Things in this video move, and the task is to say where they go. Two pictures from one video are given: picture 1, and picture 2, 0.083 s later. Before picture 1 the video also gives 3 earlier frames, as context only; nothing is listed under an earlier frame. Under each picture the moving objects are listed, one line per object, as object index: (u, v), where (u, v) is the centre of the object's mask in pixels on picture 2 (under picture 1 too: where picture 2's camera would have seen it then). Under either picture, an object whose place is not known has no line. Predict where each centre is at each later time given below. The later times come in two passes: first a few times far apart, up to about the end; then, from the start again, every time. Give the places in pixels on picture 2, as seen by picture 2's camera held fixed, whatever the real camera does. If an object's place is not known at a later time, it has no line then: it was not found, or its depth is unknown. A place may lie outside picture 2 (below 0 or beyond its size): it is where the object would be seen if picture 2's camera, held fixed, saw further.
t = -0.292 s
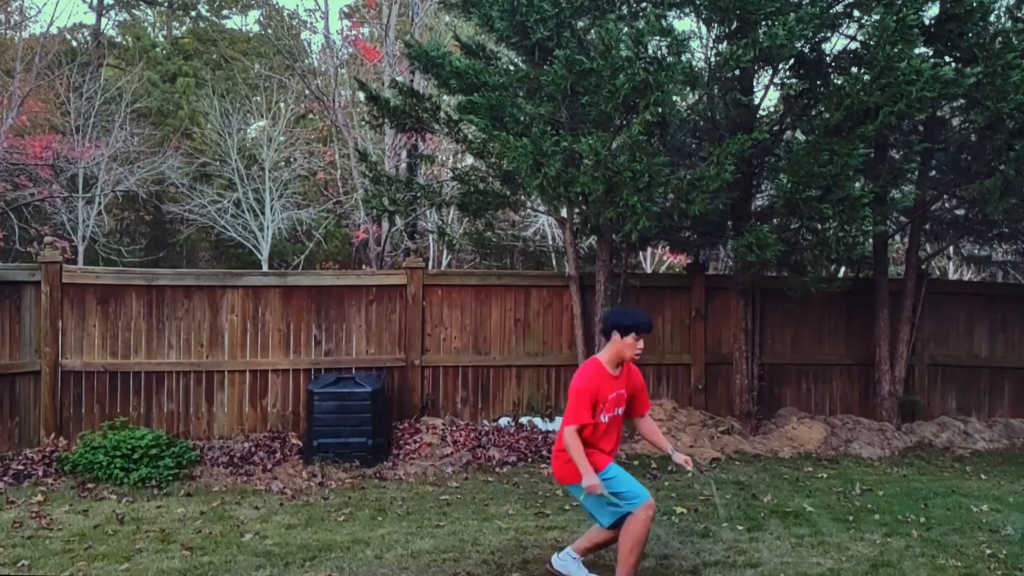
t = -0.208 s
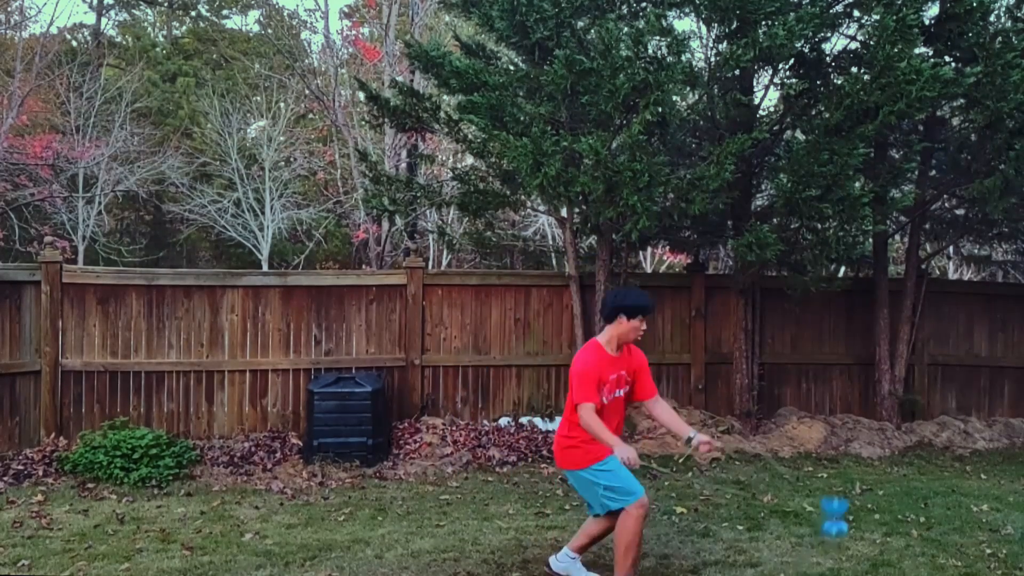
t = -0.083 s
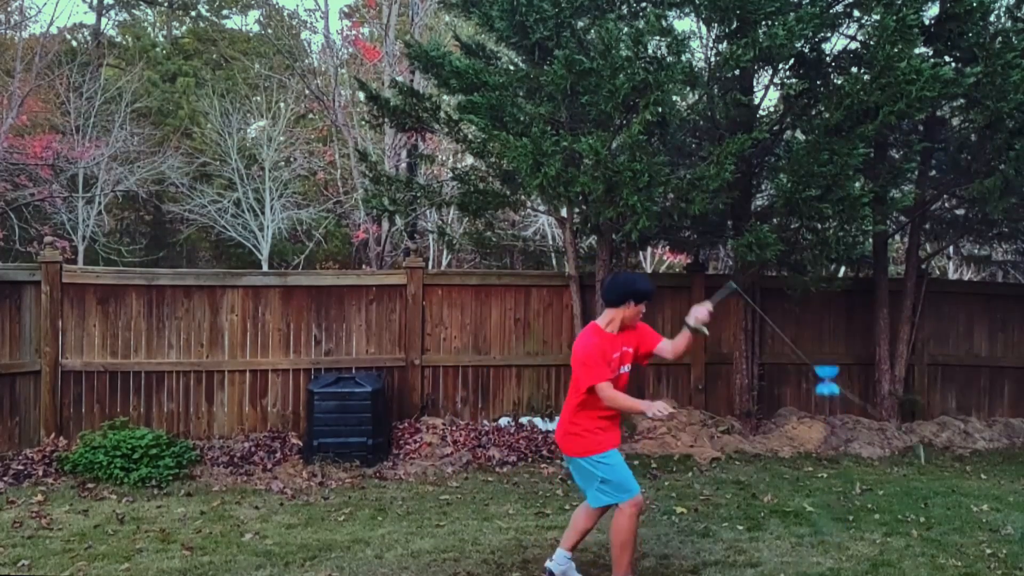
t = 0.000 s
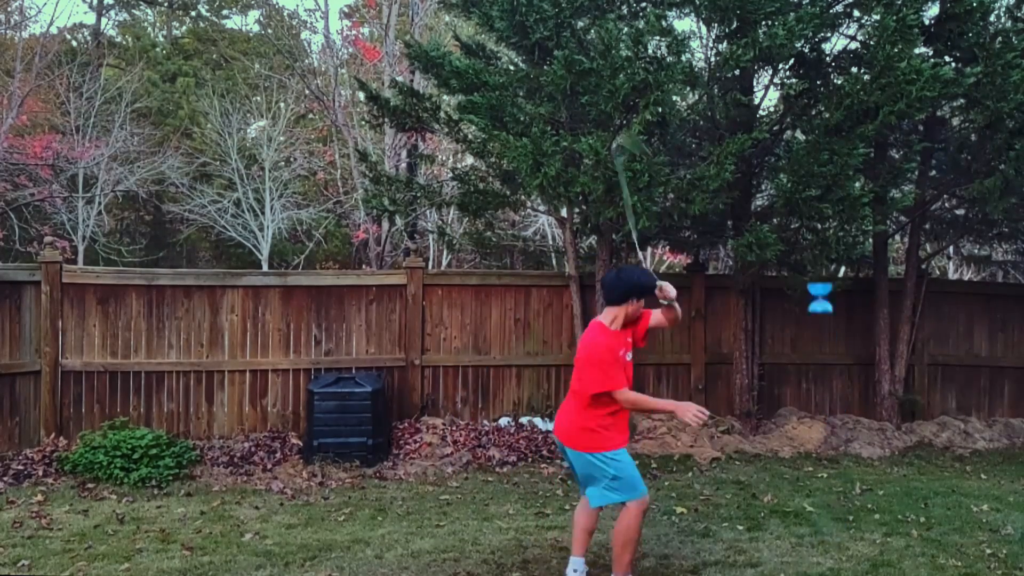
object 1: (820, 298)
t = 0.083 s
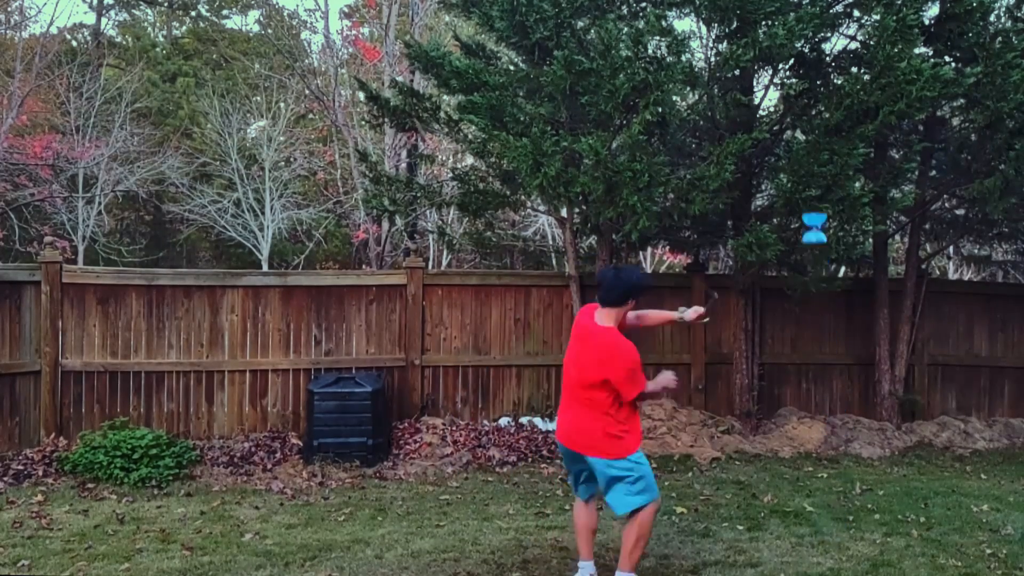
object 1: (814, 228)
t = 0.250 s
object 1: (804, 136)
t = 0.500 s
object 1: (784, 78)
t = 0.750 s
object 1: (763, 136)
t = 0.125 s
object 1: (812, 203)
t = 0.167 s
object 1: (809, 182)
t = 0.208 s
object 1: (806, 153)
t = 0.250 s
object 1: (804, 136)
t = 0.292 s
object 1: (800, 116)
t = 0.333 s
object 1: (798, 105)
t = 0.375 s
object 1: (794, 91)
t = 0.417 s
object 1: (790, 81)
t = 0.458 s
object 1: (788, 79)
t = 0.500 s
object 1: (784, 78)
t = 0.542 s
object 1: (781, 80)
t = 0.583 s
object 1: (777, 87)
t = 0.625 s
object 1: (774, 94)
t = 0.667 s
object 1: (770, 104)
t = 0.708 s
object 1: (765, 122)
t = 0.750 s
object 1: (763, 136)
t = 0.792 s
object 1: (758, 162)
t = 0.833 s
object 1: (755, 182)
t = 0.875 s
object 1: (750, 214)
